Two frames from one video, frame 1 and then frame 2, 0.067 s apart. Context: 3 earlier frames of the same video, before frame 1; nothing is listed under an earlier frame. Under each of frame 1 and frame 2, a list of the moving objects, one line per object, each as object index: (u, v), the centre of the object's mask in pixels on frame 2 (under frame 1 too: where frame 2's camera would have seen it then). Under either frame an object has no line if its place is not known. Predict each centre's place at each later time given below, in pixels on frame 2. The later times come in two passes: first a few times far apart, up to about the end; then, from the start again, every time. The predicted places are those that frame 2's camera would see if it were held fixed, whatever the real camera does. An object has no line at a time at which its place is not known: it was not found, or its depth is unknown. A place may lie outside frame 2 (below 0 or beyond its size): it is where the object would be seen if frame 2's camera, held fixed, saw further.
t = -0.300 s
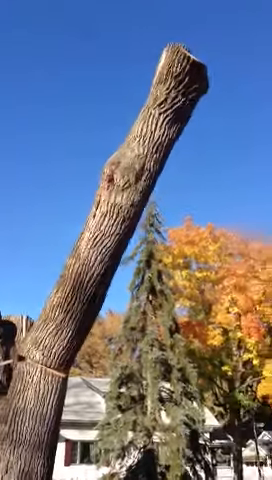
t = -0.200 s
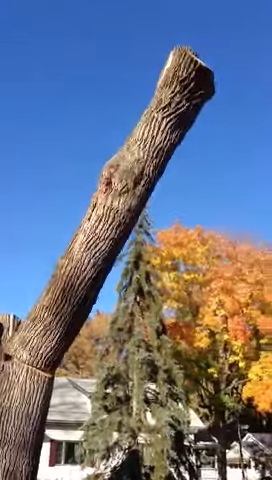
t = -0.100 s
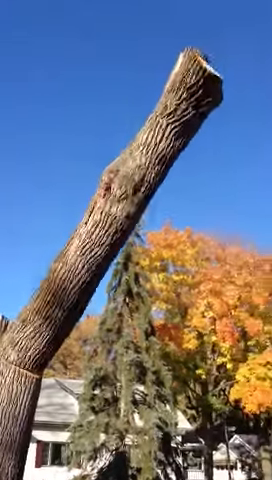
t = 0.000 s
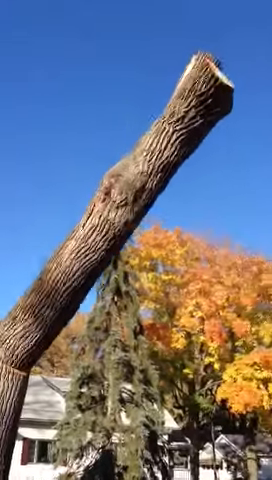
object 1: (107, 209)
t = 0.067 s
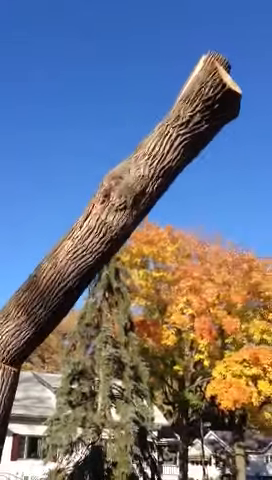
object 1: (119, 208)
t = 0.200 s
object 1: (145, 206)
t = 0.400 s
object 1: (190, 227)
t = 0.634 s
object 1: (234, 310)
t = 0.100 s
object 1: (124, 208)
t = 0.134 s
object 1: (130, 208)
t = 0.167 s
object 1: (138, 206)
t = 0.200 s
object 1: (145, 206)
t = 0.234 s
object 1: (150, 209)
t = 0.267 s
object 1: (159, 209)
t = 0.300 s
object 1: (168, 212)
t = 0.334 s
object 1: (174, 216)
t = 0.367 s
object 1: (182, 222)
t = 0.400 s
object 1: (190, 227)
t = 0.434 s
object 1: (197, 235)
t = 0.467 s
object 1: (202, 245)
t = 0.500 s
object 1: (211, 255)
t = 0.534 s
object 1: (220, 266)
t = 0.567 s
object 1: (224, 280)
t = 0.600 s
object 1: (229, 295)
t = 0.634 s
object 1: (234, 310)
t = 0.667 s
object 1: (237, 327)
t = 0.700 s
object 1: (241, 345)
